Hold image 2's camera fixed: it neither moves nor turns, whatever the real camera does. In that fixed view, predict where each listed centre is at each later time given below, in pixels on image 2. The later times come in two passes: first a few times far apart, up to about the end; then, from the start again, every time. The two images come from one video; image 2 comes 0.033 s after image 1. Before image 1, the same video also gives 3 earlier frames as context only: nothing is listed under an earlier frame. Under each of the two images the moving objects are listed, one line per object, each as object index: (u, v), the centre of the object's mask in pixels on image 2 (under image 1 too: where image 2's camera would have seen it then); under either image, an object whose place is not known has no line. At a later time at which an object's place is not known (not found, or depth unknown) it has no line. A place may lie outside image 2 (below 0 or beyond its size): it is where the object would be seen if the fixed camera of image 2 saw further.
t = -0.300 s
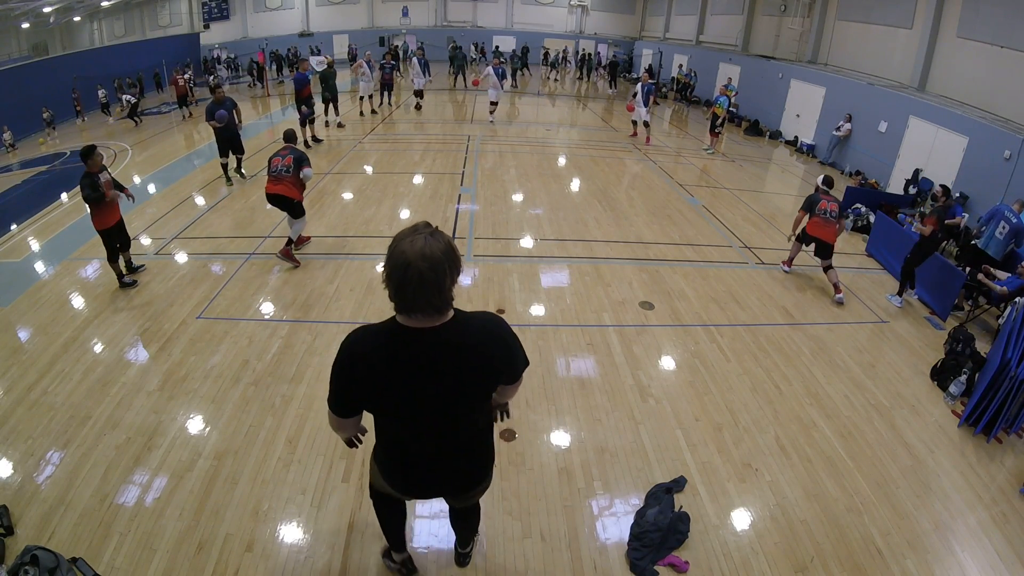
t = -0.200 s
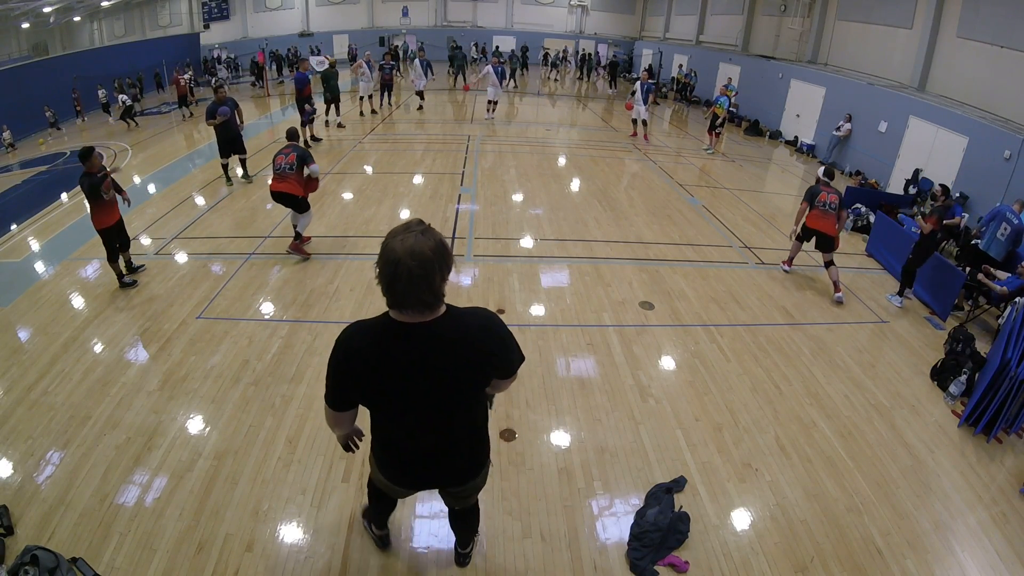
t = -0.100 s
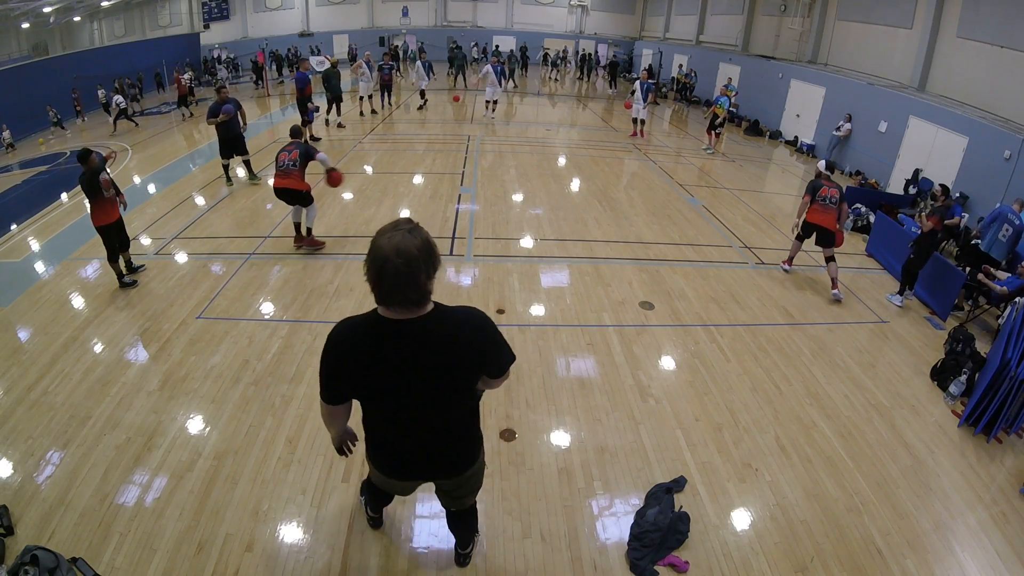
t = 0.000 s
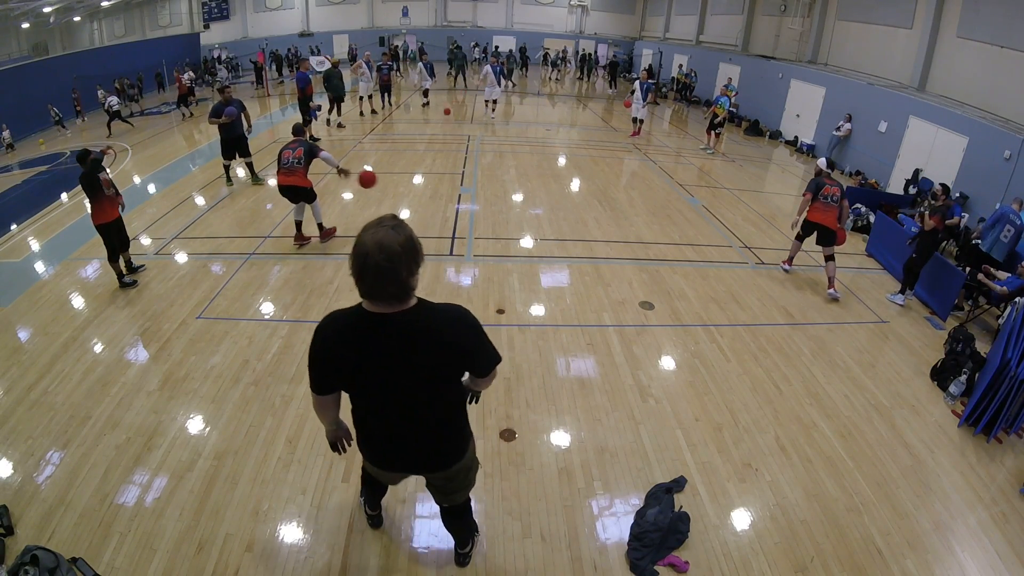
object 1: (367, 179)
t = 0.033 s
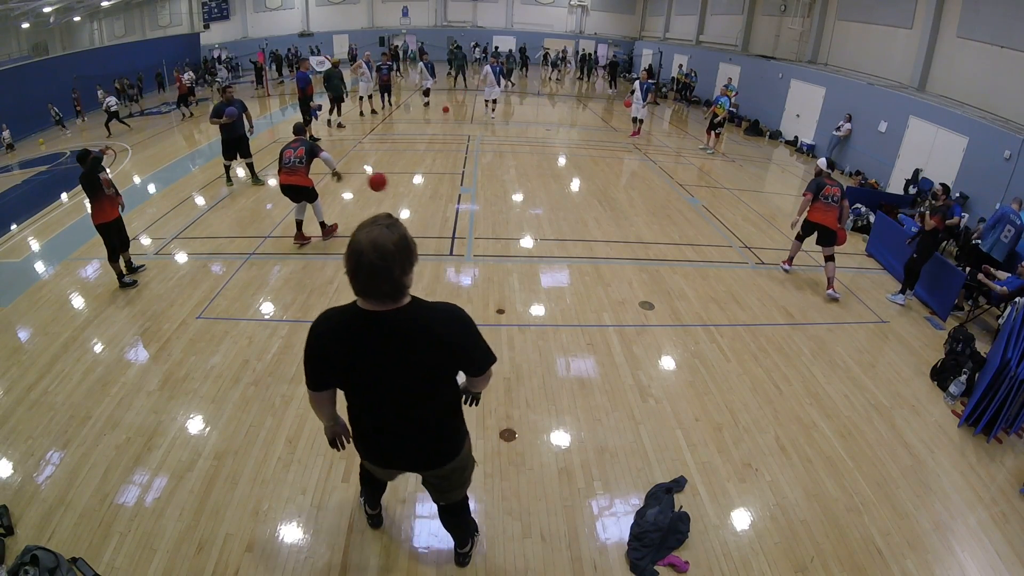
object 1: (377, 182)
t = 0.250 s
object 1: (453, 226)
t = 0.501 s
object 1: (519, 249)
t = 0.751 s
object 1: (565, 247)
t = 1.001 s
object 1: (604, 303)
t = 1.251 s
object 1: (659, 288)
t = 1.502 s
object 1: (699, 327)
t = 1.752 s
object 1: (751, 325)
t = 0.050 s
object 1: (383, 184)
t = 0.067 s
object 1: (388, 186)
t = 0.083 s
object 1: (394, 188)
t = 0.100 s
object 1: (399, 191)
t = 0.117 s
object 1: (405, 194)
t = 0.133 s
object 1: (411, 197)
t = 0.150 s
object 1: (417, 201)
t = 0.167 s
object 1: (423, 204)
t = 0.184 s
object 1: (429, 208)
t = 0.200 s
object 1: (435, 212)
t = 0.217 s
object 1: (441, 217)
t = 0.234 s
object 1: (447, 221)
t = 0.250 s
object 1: (453, 226)
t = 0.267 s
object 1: (460, 231)
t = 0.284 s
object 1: (466, 237)
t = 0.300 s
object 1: (472, 242)
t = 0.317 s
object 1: (478, 248)
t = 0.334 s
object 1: (484, 254)
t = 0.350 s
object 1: (491, 261)
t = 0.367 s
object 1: (496, 267)
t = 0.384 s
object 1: (499, 267)
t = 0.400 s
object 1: (502, 263)
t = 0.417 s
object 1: (505, 260)
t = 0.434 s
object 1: (507, 257)
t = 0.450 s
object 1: (510, 255)
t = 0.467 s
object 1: (513, 252)
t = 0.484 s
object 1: (516, 250)
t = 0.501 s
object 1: (519, 249)
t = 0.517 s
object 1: (522, 247)
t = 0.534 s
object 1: (525, 245)
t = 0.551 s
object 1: (528, 244)
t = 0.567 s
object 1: (531, 243)
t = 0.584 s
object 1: (535, 242)
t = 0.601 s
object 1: (538, 241)
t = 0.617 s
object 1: (541, 241)
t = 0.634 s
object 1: (543, 241)
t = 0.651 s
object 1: (546, 241)
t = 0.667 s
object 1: (549, 241)
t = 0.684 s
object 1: (552, 242)
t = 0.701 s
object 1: (556, 243)
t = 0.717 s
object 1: (559, 244)
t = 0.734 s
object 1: (562, 245)
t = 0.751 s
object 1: (565, 247)
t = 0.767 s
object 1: (568, 249)
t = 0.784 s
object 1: (571, 252)
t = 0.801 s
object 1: (574, 254)
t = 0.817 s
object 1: (577, 257)
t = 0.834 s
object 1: (579, 260)
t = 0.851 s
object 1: (582, 264)
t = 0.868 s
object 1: (585, 267)
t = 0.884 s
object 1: (587, 271)
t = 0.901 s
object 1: (590, 275)
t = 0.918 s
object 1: (593, 279)
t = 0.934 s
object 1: (595, 283)
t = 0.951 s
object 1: (597, 288)
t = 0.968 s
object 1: (600, 293)
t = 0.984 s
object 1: (602, 299)
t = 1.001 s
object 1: (604, 303)
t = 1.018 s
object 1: (607, 302)
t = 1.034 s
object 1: (611, 298)
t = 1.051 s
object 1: (615, 296)
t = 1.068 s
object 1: (619, 294)
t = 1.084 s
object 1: (623, 292)
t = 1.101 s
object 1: (626, 290)
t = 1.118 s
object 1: (630, 289)
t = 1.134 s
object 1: (634, 288)
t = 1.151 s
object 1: (638, 287)
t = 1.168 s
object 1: (641, 287)
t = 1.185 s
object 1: (645, 286)
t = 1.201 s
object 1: (648, 286)
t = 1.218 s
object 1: (652, 287)
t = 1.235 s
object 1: (655, 287)
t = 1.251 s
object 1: (659, 288)
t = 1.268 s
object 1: (662, 289)
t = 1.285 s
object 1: (665, 290)
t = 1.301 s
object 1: (668, 291)
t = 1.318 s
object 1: (671, 293)
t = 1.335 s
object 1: (674, 295)
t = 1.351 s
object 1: (677, 297)
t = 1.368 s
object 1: (679, 300)
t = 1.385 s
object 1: (682, 302)
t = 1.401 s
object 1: (685, 305)
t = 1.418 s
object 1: (687, 308)
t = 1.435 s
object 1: (690, 312)
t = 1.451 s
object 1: (692, 315)
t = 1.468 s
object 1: (694, 319)
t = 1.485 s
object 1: (696, 323)
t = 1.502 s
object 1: (699, 327)
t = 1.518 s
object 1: (701, 333)
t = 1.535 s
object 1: (703, 334)
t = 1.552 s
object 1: (707, 332)
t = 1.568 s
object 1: (712, 330)
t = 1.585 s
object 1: (716, 328)
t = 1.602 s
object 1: (720, 327)
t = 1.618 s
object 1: (723, 326)
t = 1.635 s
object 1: (727, 325)
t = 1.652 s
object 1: (731, 324)
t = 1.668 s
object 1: (734, 324)
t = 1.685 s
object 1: (738, 324)
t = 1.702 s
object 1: (741, 324)
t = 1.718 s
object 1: (744, 324)
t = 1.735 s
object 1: (748, 324)
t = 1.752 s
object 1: (751, 325)
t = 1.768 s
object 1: (753, 326)
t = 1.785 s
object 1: (756, 327)
